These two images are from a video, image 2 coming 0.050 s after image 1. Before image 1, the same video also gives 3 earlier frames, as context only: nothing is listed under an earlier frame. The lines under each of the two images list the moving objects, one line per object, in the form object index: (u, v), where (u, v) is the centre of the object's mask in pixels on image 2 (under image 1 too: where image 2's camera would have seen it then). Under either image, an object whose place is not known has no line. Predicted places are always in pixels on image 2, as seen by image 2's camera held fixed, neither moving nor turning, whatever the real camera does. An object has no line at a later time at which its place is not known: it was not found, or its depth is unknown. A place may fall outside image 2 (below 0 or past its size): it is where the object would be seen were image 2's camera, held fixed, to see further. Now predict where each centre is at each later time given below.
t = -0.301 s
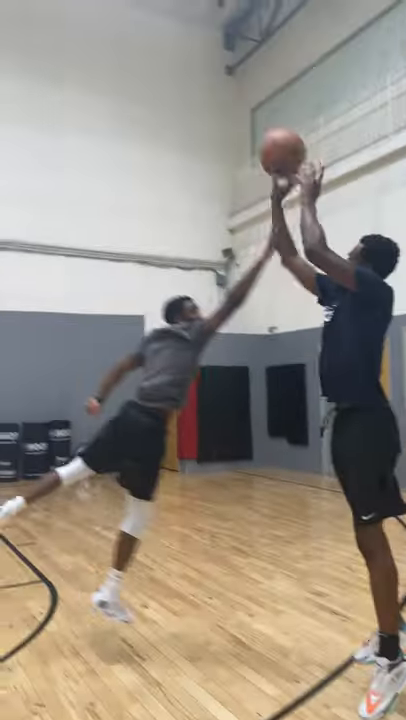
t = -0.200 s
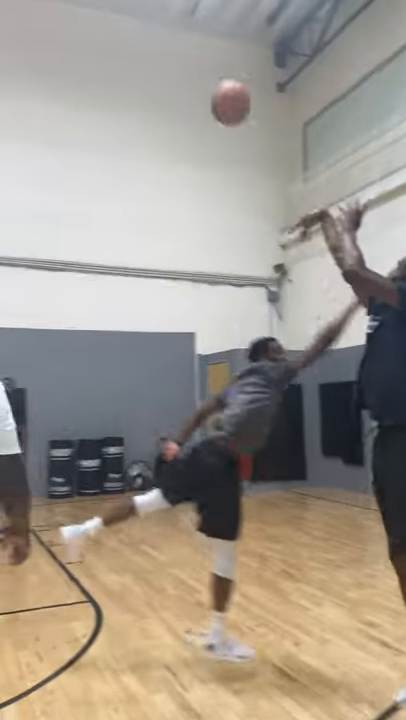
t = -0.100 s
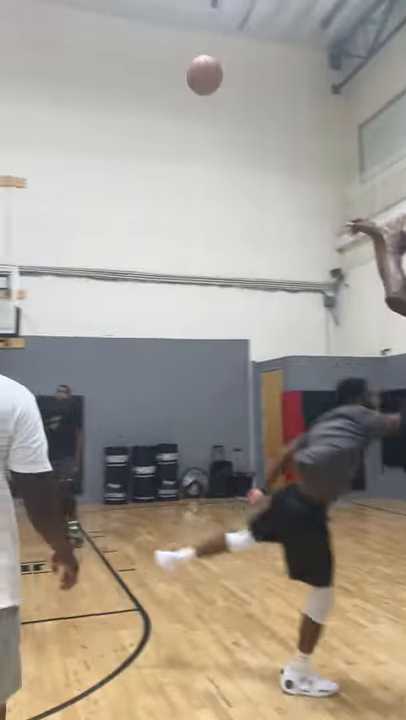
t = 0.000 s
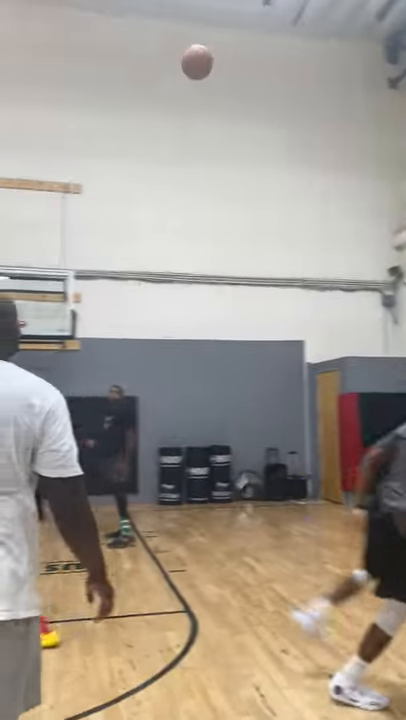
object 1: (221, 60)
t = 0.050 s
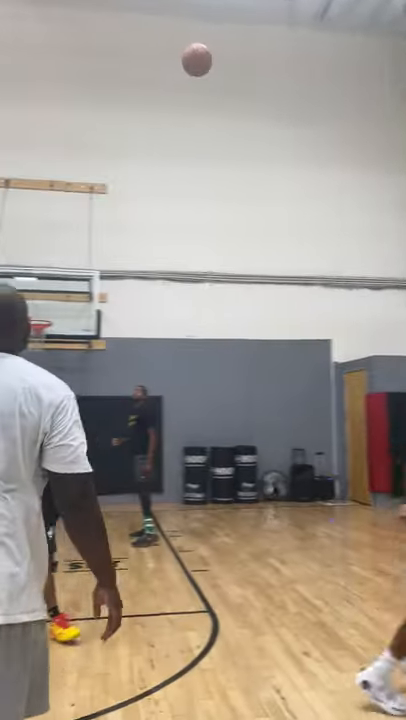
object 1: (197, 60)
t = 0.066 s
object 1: (189, 60)
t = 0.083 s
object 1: (182, 61)
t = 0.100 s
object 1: (176, 62)
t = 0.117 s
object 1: (169, 63)
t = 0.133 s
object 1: (162, 65)
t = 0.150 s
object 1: (156, 66)
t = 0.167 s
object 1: (150, 69)
